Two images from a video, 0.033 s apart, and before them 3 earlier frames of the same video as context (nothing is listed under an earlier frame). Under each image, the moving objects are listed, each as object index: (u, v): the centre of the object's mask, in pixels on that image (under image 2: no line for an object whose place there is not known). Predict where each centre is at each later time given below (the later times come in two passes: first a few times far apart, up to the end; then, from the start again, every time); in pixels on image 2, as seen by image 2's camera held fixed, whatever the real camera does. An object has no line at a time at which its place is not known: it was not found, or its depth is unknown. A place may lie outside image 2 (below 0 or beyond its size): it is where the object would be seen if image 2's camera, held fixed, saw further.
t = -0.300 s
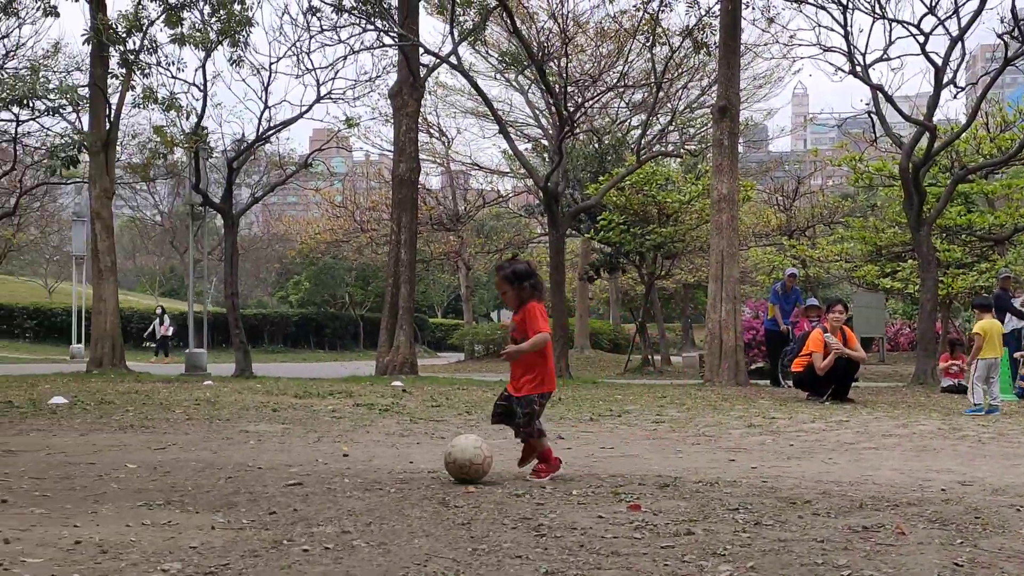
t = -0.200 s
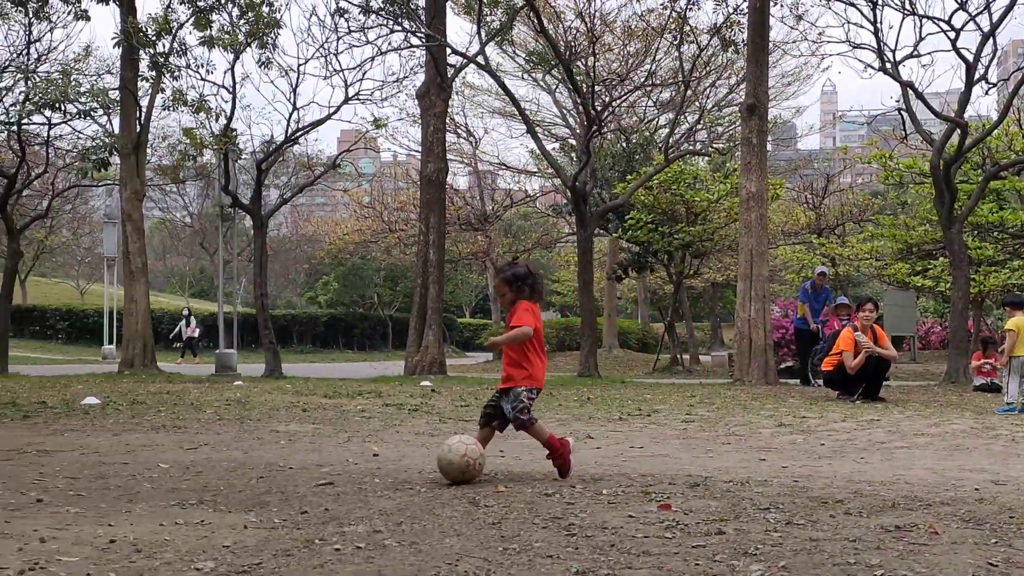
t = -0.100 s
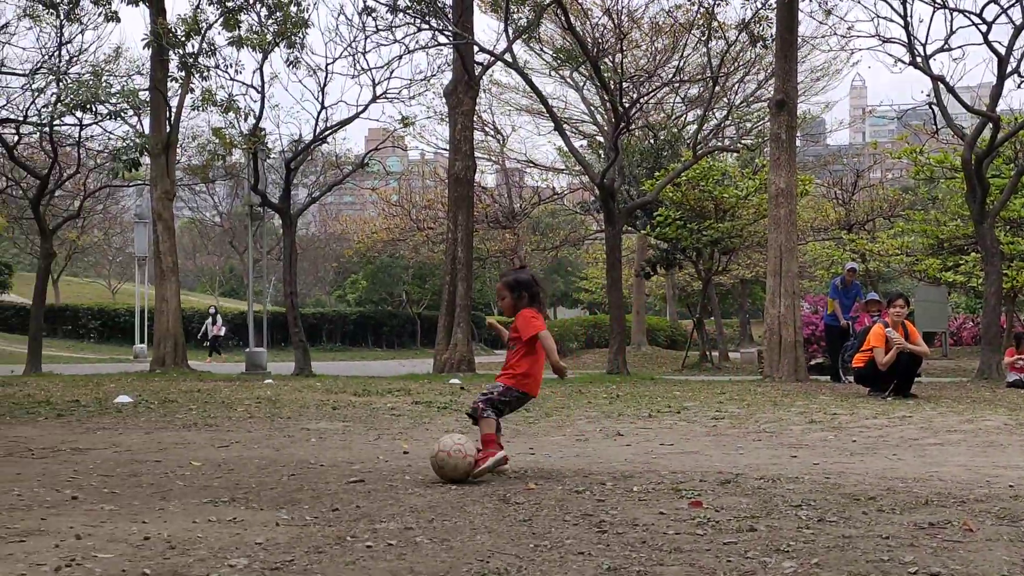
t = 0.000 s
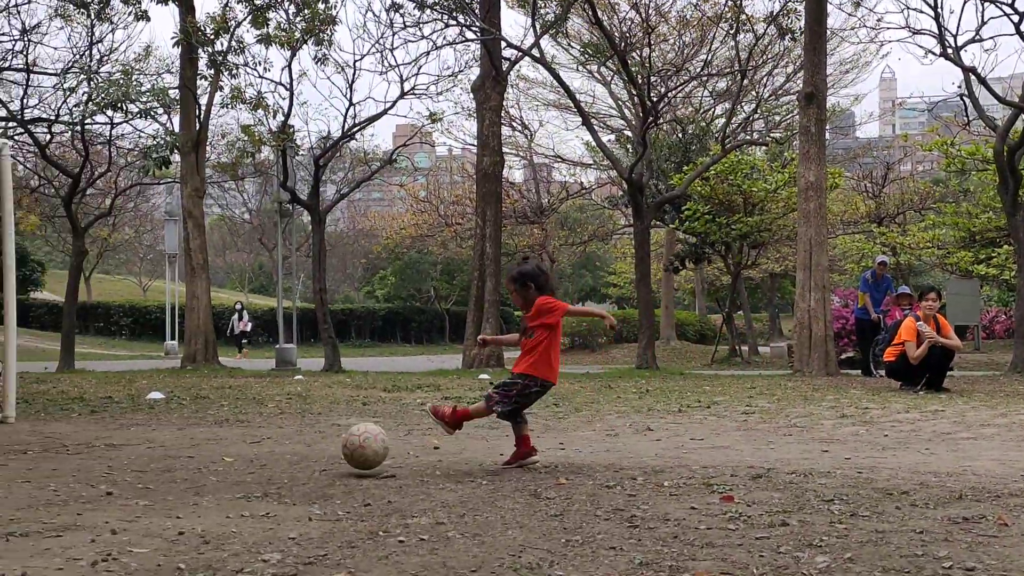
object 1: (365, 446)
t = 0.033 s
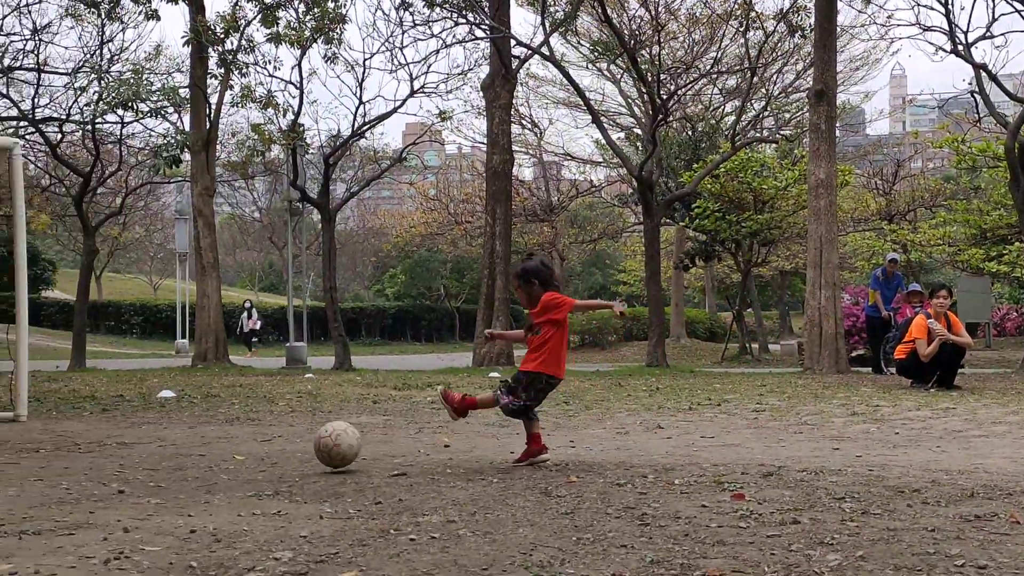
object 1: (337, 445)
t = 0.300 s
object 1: (90, 445)
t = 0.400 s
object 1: (16, 449)
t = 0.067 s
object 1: (299, 447)
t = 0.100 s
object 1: (261, 452)
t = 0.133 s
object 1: (230, 449)
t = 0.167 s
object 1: (199, 448)
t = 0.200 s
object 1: (168, 451)
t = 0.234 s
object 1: (139, 451)
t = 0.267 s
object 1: (114, 447)
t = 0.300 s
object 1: (90, 445)
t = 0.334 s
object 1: (66, 445)
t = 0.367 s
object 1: (41, 447)
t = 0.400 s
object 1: (16, 449)
